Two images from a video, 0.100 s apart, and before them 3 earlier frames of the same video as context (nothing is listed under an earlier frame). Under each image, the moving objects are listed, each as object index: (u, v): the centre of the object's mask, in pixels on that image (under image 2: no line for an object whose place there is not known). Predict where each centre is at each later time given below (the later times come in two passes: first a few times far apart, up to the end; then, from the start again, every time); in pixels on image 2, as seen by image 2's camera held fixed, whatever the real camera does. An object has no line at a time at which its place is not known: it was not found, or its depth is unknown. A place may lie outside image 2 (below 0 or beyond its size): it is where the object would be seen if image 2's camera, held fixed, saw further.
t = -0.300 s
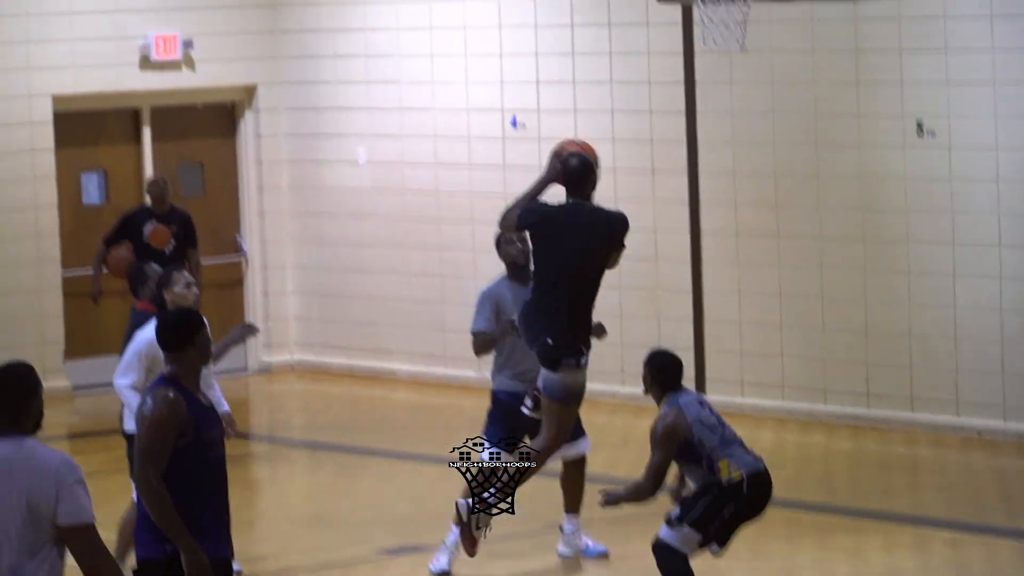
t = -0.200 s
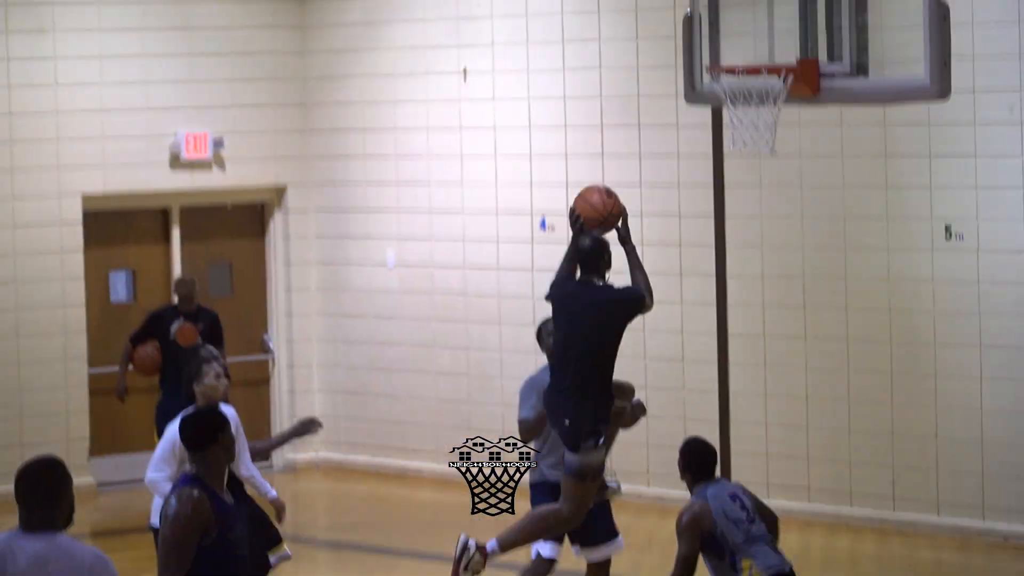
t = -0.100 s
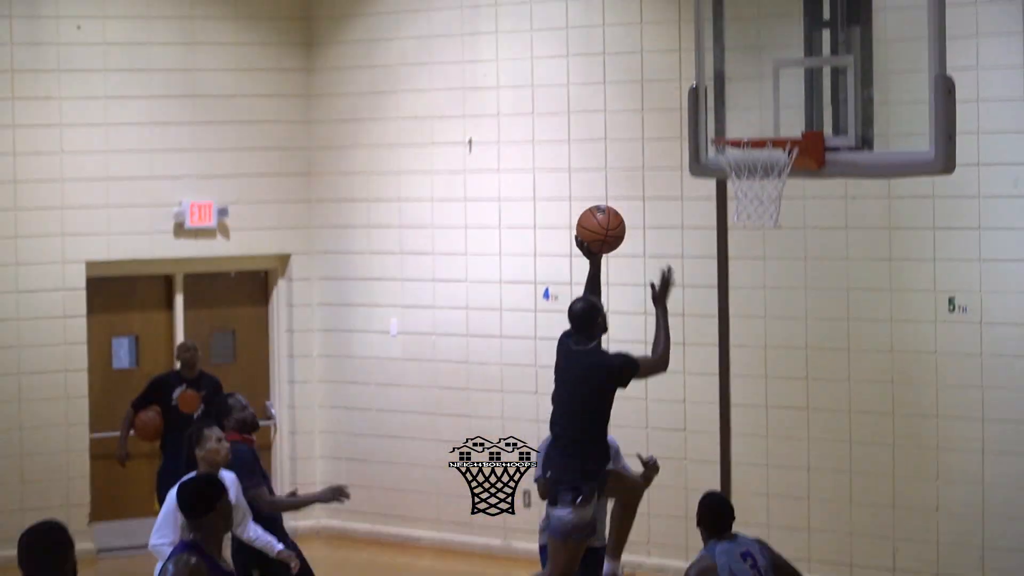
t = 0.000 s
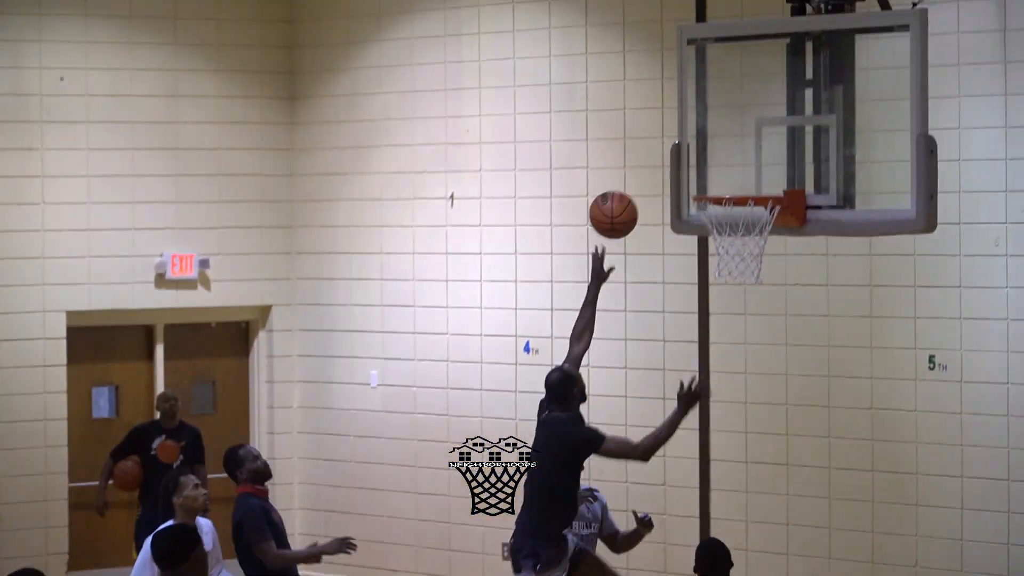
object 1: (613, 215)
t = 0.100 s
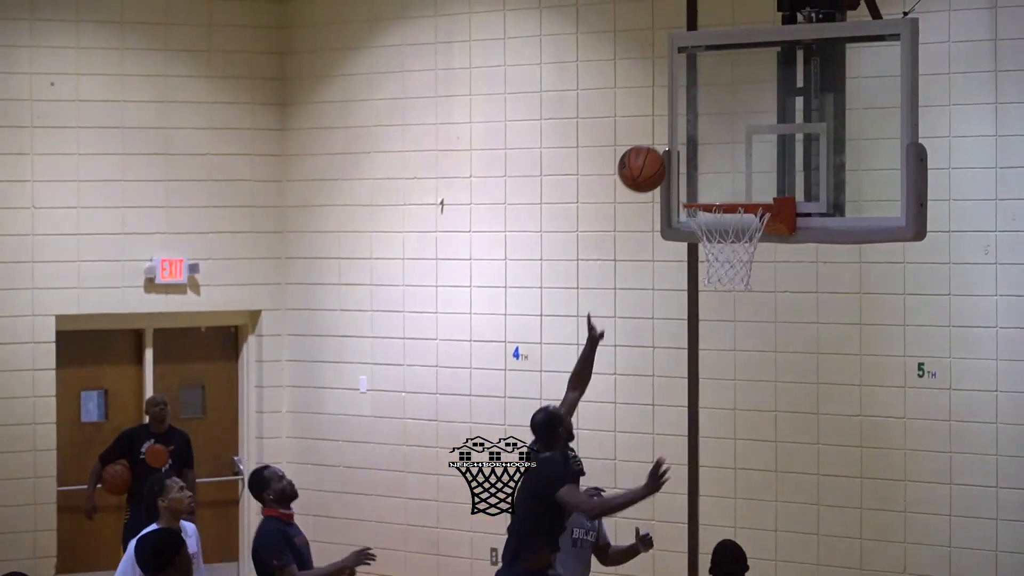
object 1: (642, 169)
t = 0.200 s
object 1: (680, 137)
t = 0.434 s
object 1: (765, 138)
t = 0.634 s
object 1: (708, 205)
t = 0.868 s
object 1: (766, 273)
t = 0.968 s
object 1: (769, 284)
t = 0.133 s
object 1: (655, 156)
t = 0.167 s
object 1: (667, 145)
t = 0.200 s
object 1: (680, 137)
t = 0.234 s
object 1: (692, 130)
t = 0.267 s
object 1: (705, 126)
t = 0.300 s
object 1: (717, 124)
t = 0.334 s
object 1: (729, 125)
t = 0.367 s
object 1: (741, 127)
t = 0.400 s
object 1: (753, 131)
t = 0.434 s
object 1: (765, 138)
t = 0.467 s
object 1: (773, 146)
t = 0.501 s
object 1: (760, 154)
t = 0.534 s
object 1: (746, 164)
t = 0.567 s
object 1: (734, 176)
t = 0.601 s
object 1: (720, 186)
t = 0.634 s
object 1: (708, 205)
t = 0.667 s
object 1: (720, 217)
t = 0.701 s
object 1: (732, 227)
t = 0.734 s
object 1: (744, 240)
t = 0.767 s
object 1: (755, 252)
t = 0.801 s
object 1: (762, 257)
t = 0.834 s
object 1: (764, 273)
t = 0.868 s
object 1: (766, 273)
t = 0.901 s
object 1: (767, 274)
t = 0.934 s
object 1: (768, 277)
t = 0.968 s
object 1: (769, 284)
